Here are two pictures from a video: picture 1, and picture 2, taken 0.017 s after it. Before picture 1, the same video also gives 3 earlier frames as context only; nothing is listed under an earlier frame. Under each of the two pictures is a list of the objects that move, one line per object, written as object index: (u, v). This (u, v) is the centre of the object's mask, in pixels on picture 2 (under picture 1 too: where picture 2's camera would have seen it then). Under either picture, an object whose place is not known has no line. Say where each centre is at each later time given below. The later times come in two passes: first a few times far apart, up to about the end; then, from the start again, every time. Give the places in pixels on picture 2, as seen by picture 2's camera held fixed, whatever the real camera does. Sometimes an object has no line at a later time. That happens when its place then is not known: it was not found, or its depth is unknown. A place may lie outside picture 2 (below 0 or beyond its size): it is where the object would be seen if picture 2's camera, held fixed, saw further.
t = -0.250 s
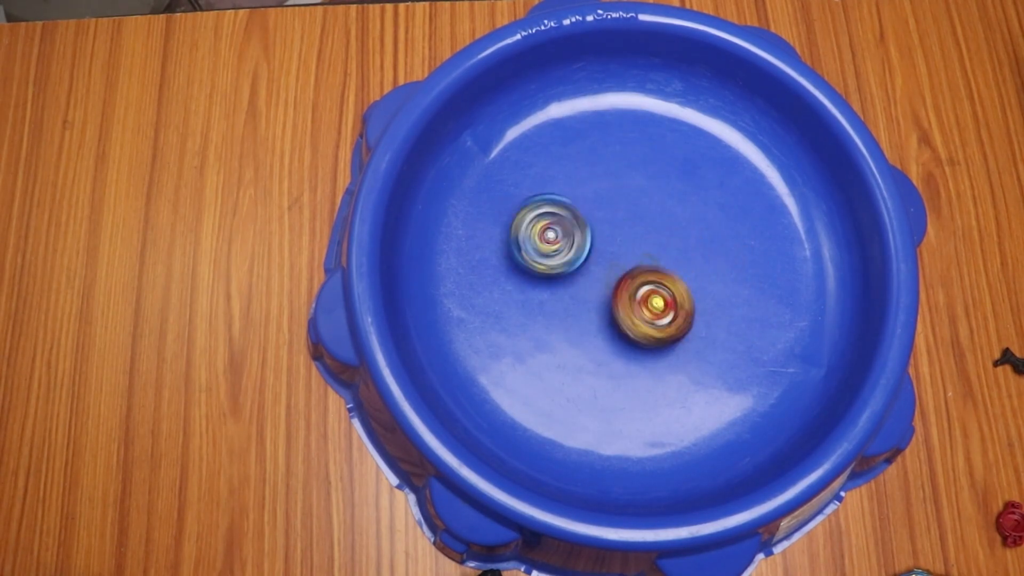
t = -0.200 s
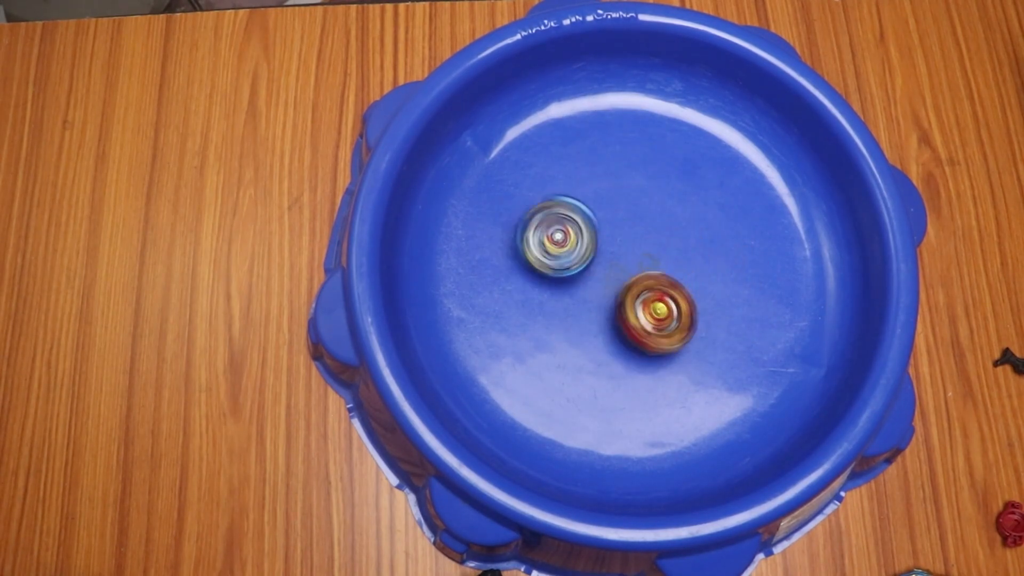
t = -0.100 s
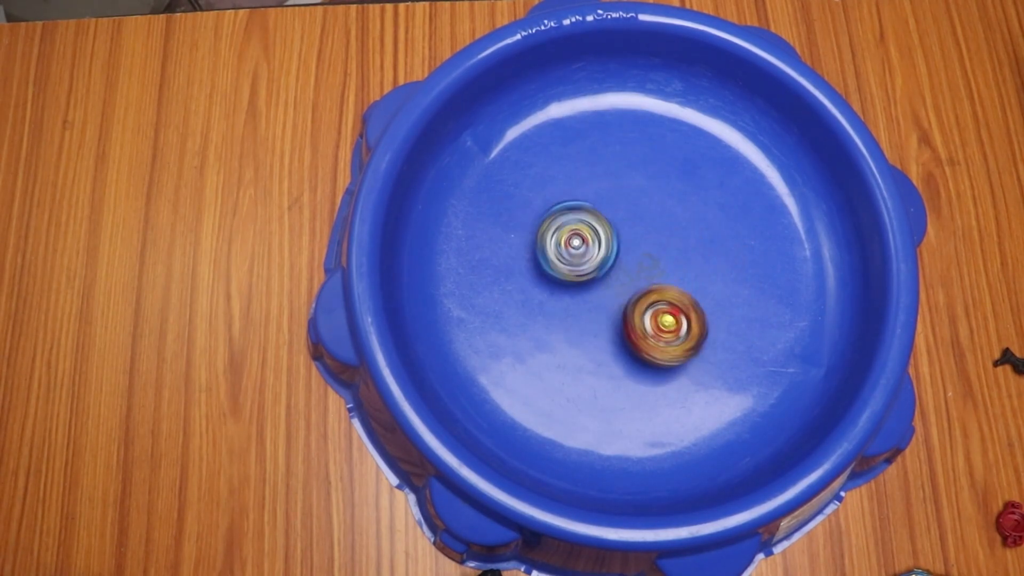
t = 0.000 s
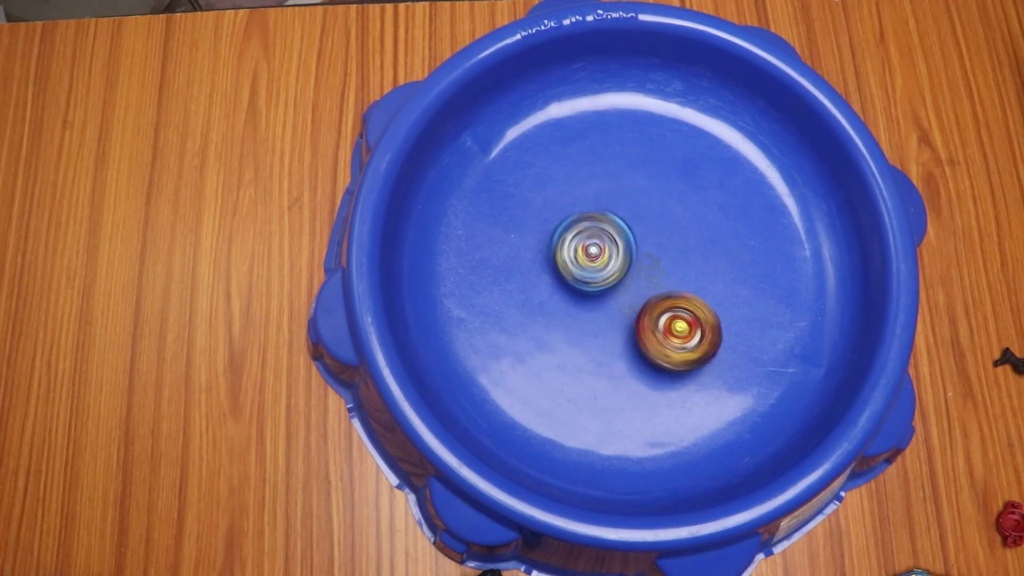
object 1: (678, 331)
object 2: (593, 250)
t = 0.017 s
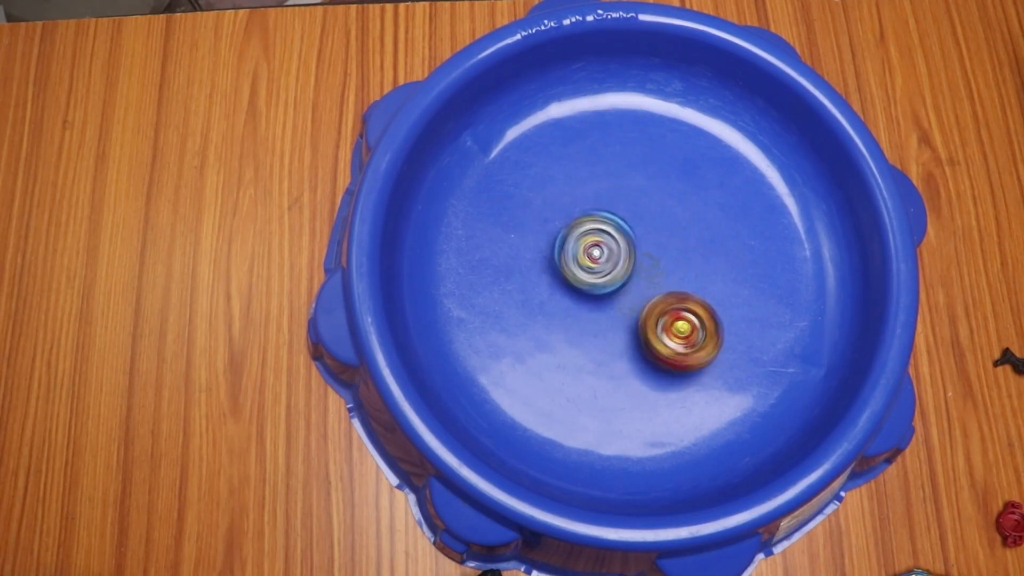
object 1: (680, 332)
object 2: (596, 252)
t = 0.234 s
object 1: (702, 321)
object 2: (622, 281)
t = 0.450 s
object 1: (720, 303)
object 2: (601, 295)
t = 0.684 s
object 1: (700, 282)
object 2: (577, 296)
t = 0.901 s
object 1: (670, 283)
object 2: (573, 287)
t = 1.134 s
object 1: (671, 304)
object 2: (576, 272)
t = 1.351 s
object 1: (690, 312)
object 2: (597, 260)
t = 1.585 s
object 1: (707, 306)
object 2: (629, 248)
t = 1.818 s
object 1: (713, 301)
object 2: (646, 242)
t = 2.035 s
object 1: (708, 300)
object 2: (650, 229)
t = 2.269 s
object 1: (696, 306)
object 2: (655, 229)
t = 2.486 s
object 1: (691, 319)
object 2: (657, 236)
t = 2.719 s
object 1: (699, 336)
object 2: (655, 233)
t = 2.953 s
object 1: (716, 341)
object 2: (649, 238)
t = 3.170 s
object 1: (713, 324)
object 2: (656, 233)
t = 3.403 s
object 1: (690, 318)
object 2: (652, 238)
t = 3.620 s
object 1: (680, 339)
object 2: (655, 232)
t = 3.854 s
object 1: (684, 356)
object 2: (646, 234)
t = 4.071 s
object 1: (686, 352)
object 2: (652, 239)
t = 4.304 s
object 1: (670, 335)
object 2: (645, 244)
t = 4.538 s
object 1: (640, 332)
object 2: (638, 245)
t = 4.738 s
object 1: (623, 343)
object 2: (631, 248)
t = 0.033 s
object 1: (681, 332)
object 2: (597, 254)
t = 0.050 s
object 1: (684, 333)
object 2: (600, 255)
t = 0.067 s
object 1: (686, 332)
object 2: (603, 257)
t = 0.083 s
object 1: (688, 332)
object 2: (605, 259)
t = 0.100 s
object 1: (690, 331)
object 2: (607, 262)
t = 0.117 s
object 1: (692, 331)
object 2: (609, 265)
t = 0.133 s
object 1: (694, 330)
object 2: (612, 267)
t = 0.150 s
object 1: (695, 329)
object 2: (614, 269)
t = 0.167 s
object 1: (697, 328)
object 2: (615, 272)
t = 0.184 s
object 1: (699, 327)
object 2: (617, 274)
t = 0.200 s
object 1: (700, 325)
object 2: (620, 276)
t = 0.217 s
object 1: (701, 323)
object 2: (621, 279)
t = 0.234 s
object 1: (702, 321)
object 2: (622, 281)
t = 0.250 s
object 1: (703, 320)
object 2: (623, 285)
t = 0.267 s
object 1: (705, 318)
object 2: (624, 287)
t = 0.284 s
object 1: (709, 319)
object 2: (622, 286)
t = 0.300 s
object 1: (714, 319)
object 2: (620, 286)
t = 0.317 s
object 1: (716, 318)
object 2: (620, 287)
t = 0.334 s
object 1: (719, 317)
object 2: (618, 289)
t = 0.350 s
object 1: (719, 315)
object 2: (616, 290)
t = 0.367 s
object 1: (719, 313)
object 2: (613, 292)
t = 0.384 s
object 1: (719, 312)
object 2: (610, 293)
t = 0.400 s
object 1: (720, 311)
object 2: (607, 292)
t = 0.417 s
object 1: (720, 308)
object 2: (606, 294)
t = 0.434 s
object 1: (721, 306)
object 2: (604, 295)
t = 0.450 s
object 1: (720, 303)
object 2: (601, 295)
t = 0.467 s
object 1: (720, 301)
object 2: (599, 296)
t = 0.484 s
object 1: (719, 299)
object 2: (597, 297)
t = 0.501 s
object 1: (718, 298)
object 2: (594, 297)
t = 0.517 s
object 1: (717, 296)
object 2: (591, 297)
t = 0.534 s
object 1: (716, 295)
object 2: (590, 297)
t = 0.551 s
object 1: (716, 293)
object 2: (588, 297)
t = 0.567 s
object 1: (715, 292)
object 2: (586, 298)
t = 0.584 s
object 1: (714, 289)
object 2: (584, 298)
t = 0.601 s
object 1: (710, 286)
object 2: (582, 297)
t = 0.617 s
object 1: (709, 285)
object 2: (581, 297)
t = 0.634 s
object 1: (705, 283)
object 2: (580, 298)
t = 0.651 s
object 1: (704, 283)
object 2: (578, 297)
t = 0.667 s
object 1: (701, 282)
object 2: (576, 296)
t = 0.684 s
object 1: (700, 282)
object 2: (577, 296)
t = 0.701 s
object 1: (699, 281)
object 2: (576, 296)
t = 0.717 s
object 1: (697, 281)
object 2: (574, 296)
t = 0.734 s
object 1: (695, 279)
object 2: (573, 294)
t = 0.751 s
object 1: (691, 279)
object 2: (573, 294)
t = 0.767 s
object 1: (690, 278)
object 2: (573, 293)
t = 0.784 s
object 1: (686, 278)
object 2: (572, 293)
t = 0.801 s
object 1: (685, 279)
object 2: (571, 292)
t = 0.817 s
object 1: (680, 279)
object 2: (571, 290)
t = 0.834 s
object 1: (679, 281)
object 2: (572, 290)
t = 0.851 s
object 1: (677, 280)
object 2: (572, 290)
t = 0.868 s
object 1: (675, 282)
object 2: (571, 289)
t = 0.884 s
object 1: (672, 281)
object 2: (572, 287)
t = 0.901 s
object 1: (670, 283)
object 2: (573, 287)
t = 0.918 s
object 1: (669, 283)
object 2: (573, 287)
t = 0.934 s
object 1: (666, 285)
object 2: (573, 286)
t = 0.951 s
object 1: (664, 286)
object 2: (573, 284)
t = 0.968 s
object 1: (661, 288)
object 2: (574, 283)
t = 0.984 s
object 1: (663, 290)
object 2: (574, 283)
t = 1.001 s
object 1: (664, 290)
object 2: (573, 282)
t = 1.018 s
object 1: (664, 292)
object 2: (572, 280)
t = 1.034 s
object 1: (666, 294)
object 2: (573, 278)
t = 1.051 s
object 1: (667, 296)
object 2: (574, 278)
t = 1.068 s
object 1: (668, 297)
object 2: (575, 278)
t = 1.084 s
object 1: (669, 298)
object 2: (575, 278)
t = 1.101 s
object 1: (669, 299)
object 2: (573, 276)
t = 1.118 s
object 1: (669, 301)
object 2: (573, 273)
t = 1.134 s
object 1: (671, 304)
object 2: (576, 272)
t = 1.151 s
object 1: (672, 305)
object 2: (578, 273)
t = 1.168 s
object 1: (674, 307)
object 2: (579, 273)
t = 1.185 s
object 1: (676, 307)
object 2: (579, 272)
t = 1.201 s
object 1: (677, 309)
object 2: (579, 270)
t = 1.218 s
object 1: (679, 309)
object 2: (581, 268)
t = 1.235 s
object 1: (680, 309)
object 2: (584, 267)
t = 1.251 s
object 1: (681, 311)
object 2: (586, 267)
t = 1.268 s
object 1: (682, 311)
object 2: (588, 265)
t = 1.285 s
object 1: (684, 312)
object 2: (590, 264)
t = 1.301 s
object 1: (686, 312)
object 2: (592, 264)
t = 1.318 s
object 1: (687, 312)
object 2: (594, 263)
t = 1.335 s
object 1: (688, 312)
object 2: (595, 261)
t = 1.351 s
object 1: (690, 312)
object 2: (597, 260)
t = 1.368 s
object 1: (690, 311)
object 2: (600, 259)
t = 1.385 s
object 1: (692, 311)
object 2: (603, 259)
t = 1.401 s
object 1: (692, 311)
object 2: (605, 259)
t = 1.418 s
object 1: (694, 310)
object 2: (606, 258)
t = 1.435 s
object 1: (695, 310)
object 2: (609, 257)
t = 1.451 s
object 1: (695, 308)
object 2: (612, 257)
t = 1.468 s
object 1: (696, 307)
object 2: (615, 257)
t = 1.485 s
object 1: (696, 306)
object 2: (616, 257)
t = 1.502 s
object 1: (697, 306)
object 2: (618, 256)
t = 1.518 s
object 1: (697, 304)
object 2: (623, 256)
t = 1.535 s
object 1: (698, 304)
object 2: (625, 255)
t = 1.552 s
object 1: (702, 306)
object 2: (625, 253)
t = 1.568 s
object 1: (705, 306)
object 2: (627, 250)
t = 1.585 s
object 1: (707, 306)
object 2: (629, 248)
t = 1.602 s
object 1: (708, 304)
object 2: (632, 247)
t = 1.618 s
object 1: (708, 303)
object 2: (635, 247)
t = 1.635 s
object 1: (707, 303)
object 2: (637, 249)
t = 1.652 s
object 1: (708, 303)
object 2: (637, 249)
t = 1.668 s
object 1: (708, 303)
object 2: (637, 249)
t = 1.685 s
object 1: (708, 302)
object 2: (636, 248)
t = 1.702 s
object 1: (707, 302)
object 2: (637, 247)
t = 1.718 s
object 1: (707, 302)
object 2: (637, 246)
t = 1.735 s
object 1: (707, 302)
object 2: (639, 245)
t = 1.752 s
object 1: (707, 302)
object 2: (640, 244)
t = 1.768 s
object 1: (709, 301)
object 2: (642, 243)
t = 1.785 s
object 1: (709, 302)
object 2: (644, 242)
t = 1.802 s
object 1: (711, 302)
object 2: (646, 242)
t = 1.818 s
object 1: (713, 301)
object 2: (646, 242)
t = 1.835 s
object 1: (714, 301)
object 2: (645, 240)
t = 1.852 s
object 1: (713, 300)
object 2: (645, 238)
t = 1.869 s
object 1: (713, 300)
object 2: (647, 237)
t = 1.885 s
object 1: (713, 299)
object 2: (648, 237)
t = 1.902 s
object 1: (712, 299)
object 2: (648, 237)
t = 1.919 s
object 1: (710, 298)
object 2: (647, 236)
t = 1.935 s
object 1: (708, 299)
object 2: (646, 234)
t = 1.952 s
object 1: (708, 301)
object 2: (648, 233)
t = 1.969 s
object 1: (708, 302)
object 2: (649, 232)
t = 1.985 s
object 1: (708, 302)
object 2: (649, 232)
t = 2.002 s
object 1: (707, 301)
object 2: (649, 232)
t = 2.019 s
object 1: (708, 302)
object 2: (649, 231)
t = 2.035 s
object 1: (708, 300)
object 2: (650, 229)
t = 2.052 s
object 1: (707, 301)
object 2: (652, 229)
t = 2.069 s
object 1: (707, 300)
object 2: (652, 229)
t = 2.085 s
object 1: (706, 301)
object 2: (652, 229)
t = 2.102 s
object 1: (707, 302)
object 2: (652, 228)
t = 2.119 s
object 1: (705, 302)
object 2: (653, 228)
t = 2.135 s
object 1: (705, 302)
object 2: (654, 228)
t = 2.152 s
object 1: (703, 302)
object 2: (654, 228)
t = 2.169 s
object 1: (702, 303)
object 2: (654, 228)
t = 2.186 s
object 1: (701, 302)
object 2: (654, 227)
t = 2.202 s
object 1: (700, 303)
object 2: (655, 227)
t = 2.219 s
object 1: (701, 304)
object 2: (656, 227)
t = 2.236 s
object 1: (699, 305)
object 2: (657, 229)
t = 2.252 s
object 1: (698, 305)
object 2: (657, 229)
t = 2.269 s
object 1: (696, 306)
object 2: (655, 229)
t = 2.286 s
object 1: (695, 307)
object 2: (655, 229)
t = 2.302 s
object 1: (694, 307)
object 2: (655, 228)
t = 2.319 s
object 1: (694, 310)
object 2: (656, 228)
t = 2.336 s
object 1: (694, 310)
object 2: (658, 229)
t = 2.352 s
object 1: (692, 311)
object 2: (658, 231)
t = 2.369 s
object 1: (692, 311)
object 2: (657, 232)
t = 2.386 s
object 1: (691, 312)
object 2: (656, 232)
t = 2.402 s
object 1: (691, 314)
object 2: (656, 232)
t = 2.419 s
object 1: (690, 314)
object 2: (657, 232)
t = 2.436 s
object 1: (690, 315)
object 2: (658, 233)
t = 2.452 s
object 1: (690, 315)
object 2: (658, 234)
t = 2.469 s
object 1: (690, 317)
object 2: (657, 236)
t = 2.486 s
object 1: (691, 319)
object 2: (657, 236)
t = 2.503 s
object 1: (690, 319)
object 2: (656, 236)
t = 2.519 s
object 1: (689, 320)
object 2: (656, 236)
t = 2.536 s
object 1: (689, 320)
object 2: (657, 238)
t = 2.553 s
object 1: (689, 322)
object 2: (656, 239)
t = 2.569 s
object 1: (690, 322)
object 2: (655, 240)
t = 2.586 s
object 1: (691, 322)
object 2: (654, 241)
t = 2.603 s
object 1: (691, 322)
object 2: (654, 241)
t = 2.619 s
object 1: (690, 322)
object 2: (654, 241)
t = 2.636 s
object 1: (690, 322)
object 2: (654, 243)
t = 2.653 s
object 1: (692, 325)
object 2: (652, 240)
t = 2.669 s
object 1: (693, 329)
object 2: (653, 237)
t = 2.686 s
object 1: (695, 331)
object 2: (652, 235)
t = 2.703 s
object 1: (696, 334)
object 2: (654, 233)
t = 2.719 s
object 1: (699, 336)
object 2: (655, 233)
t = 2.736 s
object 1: (700, 337)
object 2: (658, 233)
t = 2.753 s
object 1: (701, 338)
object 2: (659, 235)
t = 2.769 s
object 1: (703, 338)
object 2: (660, 236)
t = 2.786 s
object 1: (703, 340)
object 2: (661, 237)
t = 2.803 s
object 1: (705, 341)
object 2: (661, 239)
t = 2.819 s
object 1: (708, 342)
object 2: (660, 241)
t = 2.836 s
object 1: (709, 342)
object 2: (660, 241)
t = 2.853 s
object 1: (710, 342)
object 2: (658, 242)
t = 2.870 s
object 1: (711, 342)
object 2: (657, 242)
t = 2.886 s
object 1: (711, 342)
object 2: (655, 242)
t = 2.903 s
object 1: (713, 341)
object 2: (652, 241)
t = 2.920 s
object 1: (714, 341)
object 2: (652, 239)
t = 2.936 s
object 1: (715, 341)
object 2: (650, 239)
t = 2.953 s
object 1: (716, 341)
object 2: (649, 238)
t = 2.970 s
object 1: (716, 339)
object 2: (648, 237)
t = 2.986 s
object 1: (716, 338)
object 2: (648, 236)
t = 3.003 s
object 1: (717, 337)
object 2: (649, 234)
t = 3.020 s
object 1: (717, 336)
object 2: (649, 233)
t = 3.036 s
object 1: (718, 335)
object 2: (650, 233)
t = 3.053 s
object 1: (717, 334)
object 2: (652, 233)
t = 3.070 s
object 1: (718, 333)
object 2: (653, 233)
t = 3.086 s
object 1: (717, 331)
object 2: (652, 233)
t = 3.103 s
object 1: (717, 330)
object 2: (653, 233)
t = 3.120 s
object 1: (716, 328)
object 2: (653, 233)
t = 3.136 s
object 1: (715, 327)
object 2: (655, 233)
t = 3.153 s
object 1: (715, 325)
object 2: (656, 233)
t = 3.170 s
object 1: (713, 324)
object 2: (656, 233)
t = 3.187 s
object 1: (713, 323)
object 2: (656, 234)
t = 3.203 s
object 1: (711, 321)
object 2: (655, 234)
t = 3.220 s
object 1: (710, 320)
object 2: (656, 234)
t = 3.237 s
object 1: (708, 317)
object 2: (656, 234)
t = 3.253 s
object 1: (705, 317)
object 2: (657, 235)
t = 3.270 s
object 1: (704, 315)
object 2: (658, 236)
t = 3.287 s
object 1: (700, 314)
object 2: (658, 238)
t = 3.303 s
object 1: (699, 313)
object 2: (659, 239)
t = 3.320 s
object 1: (696, 312)
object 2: (658, 239)
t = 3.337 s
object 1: (695, 313)
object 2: (657, 240)
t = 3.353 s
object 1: (693, 311)
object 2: (657, 241)
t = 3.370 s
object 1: (691, 312)
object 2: (656, 241)
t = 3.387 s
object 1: (691, 314)
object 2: (655, 241)
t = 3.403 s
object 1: (690, 318)
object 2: (652, 238)
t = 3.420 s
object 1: (691, 321)
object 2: (651, 235)
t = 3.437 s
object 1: (692, 321)
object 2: (650, 232)
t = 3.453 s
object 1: (691, 322)
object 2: (650, 229)
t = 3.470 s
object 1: (690, 322)
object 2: (650, 229)
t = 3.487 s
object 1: (688, 323)
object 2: (650, 228)
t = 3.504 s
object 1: (687, 325)
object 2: (651, 227)
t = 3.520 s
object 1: (685, 326)
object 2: (652, 227)
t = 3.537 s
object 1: (684, 328)
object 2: (652, 226)
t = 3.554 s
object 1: (683, 329)
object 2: (654, 227)
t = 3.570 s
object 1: (681, 331)
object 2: (654, 227)
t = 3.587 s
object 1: (681, 335)
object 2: (655, 229)
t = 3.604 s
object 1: (680, 336)
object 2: (656, 230)
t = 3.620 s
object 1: (680, 339)
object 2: (655, 232)
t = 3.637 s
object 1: (680, 340)
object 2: (654, 235)
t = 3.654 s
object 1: (680, 342)
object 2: (652, 236)
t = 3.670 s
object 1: (680, 345)
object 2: (650, 237)
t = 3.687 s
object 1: (680, 345)
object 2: (649, 238)
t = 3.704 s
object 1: (680, 347)
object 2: (647, 238)
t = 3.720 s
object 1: (681, 348)
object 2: (647, 239)
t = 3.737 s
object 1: (680, 350)
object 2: (645, 239)
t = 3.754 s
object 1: (681, 352)
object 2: (644, 239)
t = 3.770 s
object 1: (681, 353)
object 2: (643, 238)
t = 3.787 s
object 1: (682, 354)
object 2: (642, 237)
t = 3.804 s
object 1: (683, 355)
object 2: (643, 237)
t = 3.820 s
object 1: (683, 355)
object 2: (643, 235)
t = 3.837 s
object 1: (684, 356)
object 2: (645, 234)
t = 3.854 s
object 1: (684, 356)
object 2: (646, 234)
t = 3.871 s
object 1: (685, 357)
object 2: (647, 232)
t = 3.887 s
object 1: (685, 357)
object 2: (648, 233)
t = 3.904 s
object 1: (685, 358)
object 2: (648, 233)
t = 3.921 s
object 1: (686, 358)
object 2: (650, 233)
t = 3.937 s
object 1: (686, 356)
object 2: (651, 234)
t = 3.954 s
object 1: (686, 355)
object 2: (652, 233)
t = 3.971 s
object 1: (686, 355)
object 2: (652, 234)
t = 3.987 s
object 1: (686, 356)
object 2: (653, 234)
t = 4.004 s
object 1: (687, 355)
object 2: (652, 236)
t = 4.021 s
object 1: (686, 355)
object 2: (652, 238)
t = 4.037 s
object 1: (686, 354)
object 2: (652, 238)
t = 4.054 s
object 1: (686, 353)
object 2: (652, 238)
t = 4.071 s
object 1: (686, 352)
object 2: (652, 239)
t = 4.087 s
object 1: (687, 352)
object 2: (650, 241)
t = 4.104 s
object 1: (685, 351)
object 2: (650, 241)
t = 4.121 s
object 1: (685, 350)
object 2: (650, 241)
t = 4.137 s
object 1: (685, 348)
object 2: (648, 242)
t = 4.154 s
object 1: (684, 347)
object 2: (647, 241)
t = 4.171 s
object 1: (683, 345)
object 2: (648, 240)
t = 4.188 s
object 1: (681, 344)
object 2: (647, 241)
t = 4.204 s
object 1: (680, 343)
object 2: (646, 240)
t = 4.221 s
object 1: (678, 341)
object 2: (648, 240)
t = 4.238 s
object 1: (677, 342)
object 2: (647, 242)
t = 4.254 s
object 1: (677, 340)
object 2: (646, 242)
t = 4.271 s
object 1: (674, 339)
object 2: (646, 242)
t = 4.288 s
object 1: (673, 338)
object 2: (646, 243)
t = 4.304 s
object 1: (670, 335)
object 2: (645, 244)
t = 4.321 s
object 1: (667, 335)
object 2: (645, 245)
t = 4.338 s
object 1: (666, 334)
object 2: (645, 245)
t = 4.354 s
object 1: (662, 333)
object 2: (644, 245)
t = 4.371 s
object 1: (661, 333)
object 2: (645, 246)
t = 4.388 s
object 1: (659, 332)
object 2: (645, 246)
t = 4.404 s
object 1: (656, 333)
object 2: (643, 246)
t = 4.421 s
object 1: (655, 332)
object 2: (642, 246)
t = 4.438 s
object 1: (653, 332)
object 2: (642, 246)
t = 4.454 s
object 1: (651, 332)
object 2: (642, 247)
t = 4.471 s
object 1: (650, 331)
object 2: (641, 247)
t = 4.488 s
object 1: (647, 331)
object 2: (640, 246)
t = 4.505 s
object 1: (646, 332)
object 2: (639, 245)
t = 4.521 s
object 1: (643, 331)
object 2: (639, 245)
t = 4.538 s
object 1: (640, 332)
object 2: (638, 245)
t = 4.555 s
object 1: (639, 332)
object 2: (637, 245)
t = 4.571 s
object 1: (636, 333)
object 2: (637, 245)
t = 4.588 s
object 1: (635, 335)
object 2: (637, 246)
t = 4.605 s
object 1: (633, 335)
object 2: (636, 247)
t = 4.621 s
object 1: (631, 336)
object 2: (636, 248)
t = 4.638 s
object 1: (631, 337)
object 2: (636, 249)
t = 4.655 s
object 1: (628, 337)
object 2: (635, 249)
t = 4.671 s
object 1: (627, 339)
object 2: (635, 250)
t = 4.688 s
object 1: (626, 339)
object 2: (634, 250)
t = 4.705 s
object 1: (624, 341)
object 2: (633, 249)
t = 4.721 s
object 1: (625, 342)
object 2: (632, 248)
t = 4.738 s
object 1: (623, 343)
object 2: (631, 248)
